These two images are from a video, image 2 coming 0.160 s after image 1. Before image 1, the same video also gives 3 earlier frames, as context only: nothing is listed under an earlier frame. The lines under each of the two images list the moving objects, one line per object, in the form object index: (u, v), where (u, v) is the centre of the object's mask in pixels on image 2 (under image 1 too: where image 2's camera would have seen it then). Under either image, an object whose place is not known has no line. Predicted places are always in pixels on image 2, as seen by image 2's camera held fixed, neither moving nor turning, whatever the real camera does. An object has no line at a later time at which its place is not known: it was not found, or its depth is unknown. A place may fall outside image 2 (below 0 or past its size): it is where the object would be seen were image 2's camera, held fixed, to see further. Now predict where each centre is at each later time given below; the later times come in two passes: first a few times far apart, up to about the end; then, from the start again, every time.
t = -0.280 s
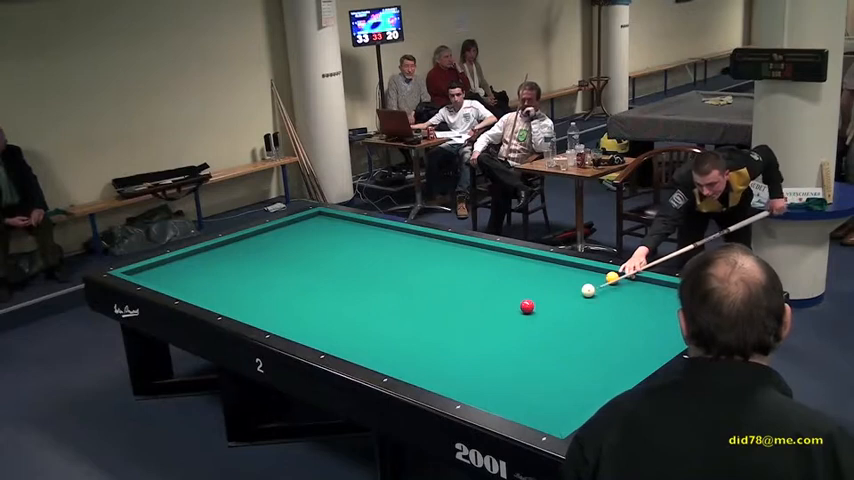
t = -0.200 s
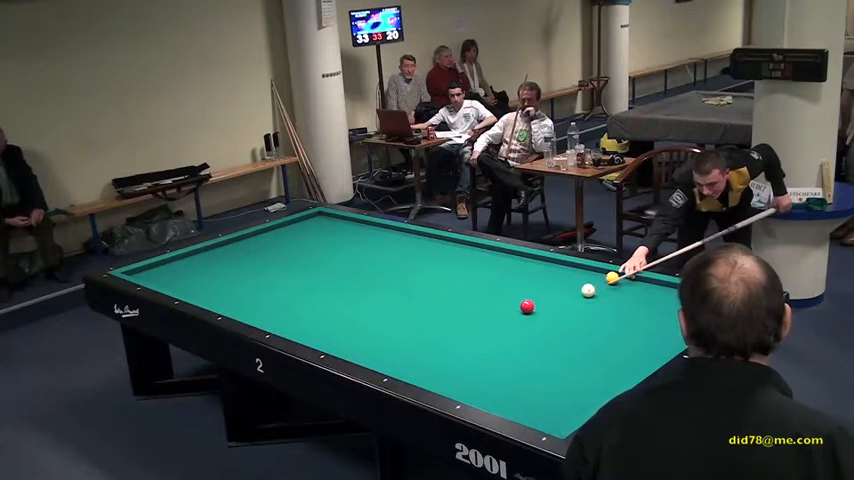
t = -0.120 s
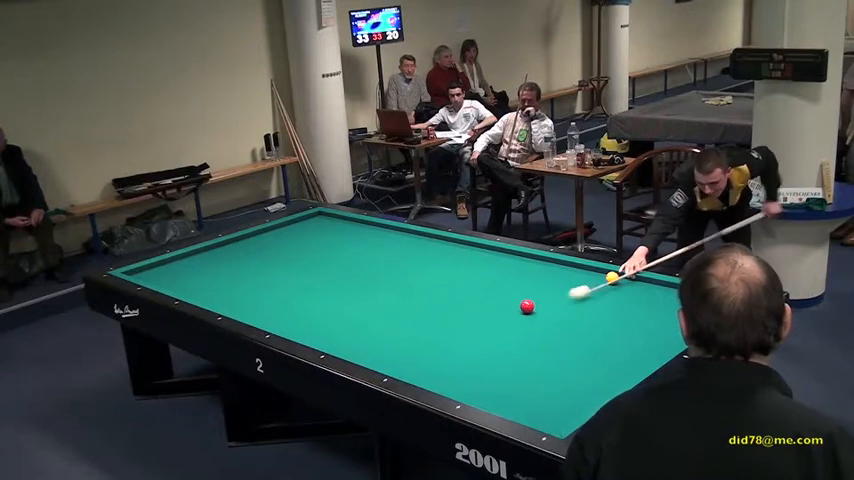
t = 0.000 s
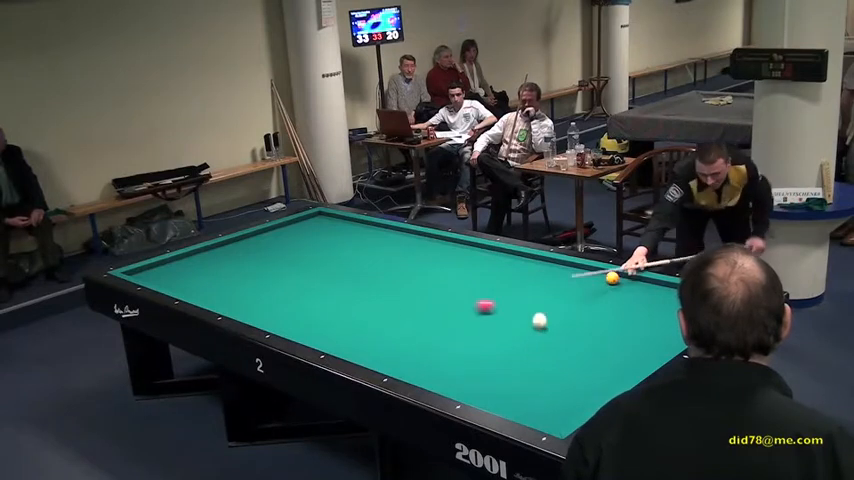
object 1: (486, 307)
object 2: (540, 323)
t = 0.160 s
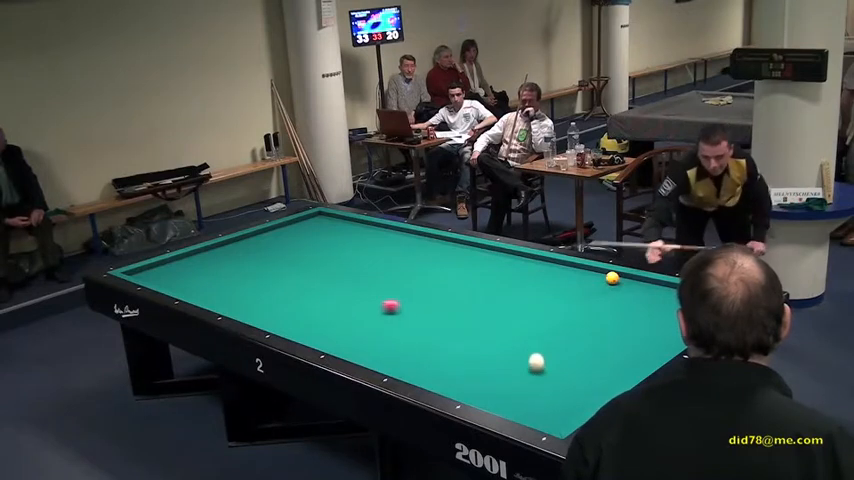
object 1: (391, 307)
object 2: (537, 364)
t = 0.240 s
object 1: (349, 307)
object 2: (536, 386)
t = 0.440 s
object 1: (257, 307)
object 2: (566, 412)
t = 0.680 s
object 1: (217, 291)
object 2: (551, 362)
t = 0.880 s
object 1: (206, 274)
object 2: (543, 334)
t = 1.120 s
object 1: (194, 256)
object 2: (534, 305)
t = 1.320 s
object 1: (225, 252)
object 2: (529, 285)
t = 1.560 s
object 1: (268, 250)
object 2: (522, 264)
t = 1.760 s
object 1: (304, 248)
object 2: (504, 255)
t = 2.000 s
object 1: (347, 246)
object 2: (457, 255)
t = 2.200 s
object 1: (381, 244)
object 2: (419, 255)
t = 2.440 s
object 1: (424, 241)
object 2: (376, 255)
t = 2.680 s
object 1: (453, 243)
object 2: (333, 255)
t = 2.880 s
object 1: (462, 251)
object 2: (299, 255)
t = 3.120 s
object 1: (474, 260)
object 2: (259, 256)
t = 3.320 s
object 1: (485, 269)
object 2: (227, 255)
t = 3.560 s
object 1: (498, 279)
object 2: (190, 255)
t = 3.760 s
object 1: (509, 288)
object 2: (177, 262)
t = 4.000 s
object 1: (524, 300)
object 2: (167, 272)
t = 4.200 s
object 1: (536, 310)
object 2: (160, 280)
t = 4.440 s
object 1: (553, 323)
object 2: (173, 283)
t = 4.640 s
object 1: (567, 335)
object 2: (192, 283)
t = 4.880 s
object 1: (585, 349)
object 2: (215, 283)
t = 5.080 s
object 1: (601, 362)
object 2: (233, 283)
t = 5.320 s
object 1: (621, 376)
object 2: (255, 282)
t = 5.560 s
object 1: (594, 381)
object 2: (277, 282)
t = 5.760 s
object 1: (570, 383)
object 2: (295, 282)
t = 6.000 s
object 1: (541, 386)
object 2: (316, 282)
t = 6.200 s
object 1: (517, 387)
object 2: (333, 282)
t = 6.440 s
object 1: (489, 389)
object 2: (354, 281)
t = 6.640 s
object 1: (466, 389)
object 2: (370, 281)
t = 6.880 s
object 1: (454, 385)
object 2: (390, 281)
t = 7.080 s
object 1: (449, 379)
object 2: (406, 281)
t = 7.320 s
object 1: (444, 372)
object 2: (425, 281)
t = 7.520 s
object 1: (441, 366)
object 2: (440, 280)
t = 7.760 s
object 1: (437, 359)
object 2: (459, 280)
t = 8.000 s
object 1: (433, 353)
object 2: (476, 280)
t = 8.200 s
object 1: (431, 349)
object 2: (490, 280)
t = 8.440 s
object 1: (428, 343)
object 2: (507, 280)
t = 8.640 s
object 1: (425, 339)
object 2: (521, 280)
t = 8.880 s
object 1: (423, 334)
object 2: (537, 280)
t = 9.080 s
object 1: (421, 331)
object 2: (550, 280)
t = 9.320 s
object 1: (418, 327)
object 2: (565, 280)
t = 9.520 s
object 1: (416, 324)
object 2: (577, 279)
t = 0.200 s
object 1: (369, 307)
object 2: (536, 375)
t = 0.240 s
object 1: (349, 307)
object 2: (536, 386)
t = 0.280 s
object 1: (328, 307)
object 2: (535, 398)
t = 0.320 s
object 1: (310, 307)
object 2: (535, 408)
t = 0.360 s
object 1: (291, 307)
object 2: (538, 416)
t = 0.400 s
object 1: (274, 307)
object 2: (560, 418)
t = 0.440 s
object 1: (257, 307)
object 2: (566, 412)
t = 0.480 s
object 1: (240, 307)
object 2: (563, 402)
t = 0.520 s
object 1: (223, 305)
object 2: (560, 392)
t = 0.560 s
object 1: (219, 302)
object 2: (557, 383)
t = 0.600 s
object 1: (219, 299)
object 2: (555, 375)
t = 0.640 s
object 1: (218, 294)
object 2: (553, 368)
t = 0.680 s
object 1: (217, 291)
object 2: (551, 362)
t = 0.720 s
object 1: (215, 287)
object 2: (549, 355)
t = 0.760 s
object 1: (213, 283)
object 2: (548, 350)
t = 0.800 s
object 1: (210, 280)
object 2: (546, 344)
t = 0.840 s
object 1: (208, 277)
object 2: (544, 339)
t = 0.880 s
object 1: (206, 274)
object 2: (543, 334)
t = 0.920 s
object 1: (204, 270)
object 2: (541, 329)
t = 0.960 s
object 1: (202, 268)
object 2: (540, 324)
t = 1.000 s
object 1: (200, 264)
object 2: (538, 319)
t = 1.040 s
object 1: (198, 262)
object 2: (537, 314)
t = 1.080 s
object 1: (196, 258)
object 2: (536, 310)
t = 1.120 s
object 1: (194, 256)
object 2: (534, 305)
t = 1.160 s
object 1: (193, 253)
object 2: (533, 301)
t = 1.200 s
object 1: (200, 252)
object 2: (532, 297)
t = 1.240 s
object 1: (208, 252)
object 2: (531, 293)
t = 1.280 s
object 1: (217, 252)
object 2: (530, 289)
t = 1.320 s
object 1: (225, 252)
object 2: (529, 285)
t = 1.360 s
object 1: (233, 252)
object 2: (527, 281)
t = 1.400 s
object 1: (240, 251)
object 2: (526, 278)
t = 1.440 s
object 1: (247, 251)
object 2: (525, 275)
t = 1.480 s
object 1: (254, 250)
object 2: (524, 271)
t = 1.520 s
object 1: (262, 250)
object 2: (523, 268)
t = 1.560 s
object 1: (268, 250)
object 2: (522, 264)
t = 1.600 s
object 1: (276, 249)
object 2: (522, 261)
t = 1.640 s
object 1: (283, 249)
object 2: (521, 258)
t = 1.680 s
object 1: (290, 249)
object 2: (520, 255)
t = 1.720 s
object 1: (297, 248)
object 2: (513, 254)
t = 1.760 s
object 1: (304, 248)
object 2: (504, 255)
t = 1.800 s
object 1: (311, 248)
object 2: (496, 255)
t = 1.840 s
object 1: (318, 247)
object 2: (488, 255)
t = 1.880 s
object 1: (325, 247)
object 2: (480, 255)
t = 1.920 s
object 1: (333, 247)
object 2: (472, 255)
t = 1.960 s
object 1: (339, 246)
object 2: (465, 255)
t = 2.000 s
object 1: (347, 246)
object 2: (457, 255)
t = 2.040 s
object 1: (354, 245)
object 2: (449, 255)
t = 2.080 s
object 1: (361, 245)
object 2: (442, 255)
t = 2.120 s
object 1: (367, 244)
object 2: (434, 255)
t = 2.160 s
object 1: (374, 244)
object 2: (427, 255)
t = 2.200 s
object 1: (381, 244)
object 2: (419, 255)
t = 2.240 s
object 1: (388, 243)
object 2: (412, 255)
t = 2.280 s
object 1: (395, 243)
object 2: (405, 255)
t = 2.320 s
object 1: (402, 243)
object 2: (397, 255)
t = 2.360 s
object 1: (410, 242)
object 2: (390, 255)
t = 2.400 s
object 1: (416, 242)
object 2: (383, 255)
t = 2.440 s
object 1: (424, 241)
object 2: (376, 255)
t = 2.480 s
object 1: (430, 241)
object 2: (369, 255)
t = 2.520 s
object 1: (437, 241)
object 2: (362, 255)
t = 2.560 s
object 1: (444, 240)
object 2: (354, 255)
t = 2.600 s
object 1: (450, 241)
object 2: (347, 255)
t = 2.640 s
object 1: (451, 242)
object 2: (340, 255)
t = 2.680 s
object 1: (453, 243)
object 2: (333, 255)
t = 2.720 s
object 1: (454, 245)
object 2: (326, 255)
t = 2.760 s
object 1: (456, 246)
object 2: (319, 255)
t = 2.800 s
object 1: (458, 248)
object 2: (312, 255)
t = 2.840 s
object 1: (460, 249)
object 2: (306, 255)
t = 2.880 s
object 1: (462, 251)
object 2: (299, 255)
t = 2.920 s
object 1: (464, 252)
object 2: (292, 255)
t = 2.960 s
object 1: (466, 254)
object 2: (286, 255)
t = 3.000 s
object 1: (468, 255)
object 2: (279, 255)
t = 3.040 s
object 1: (470, 257)
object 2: (272, 255)
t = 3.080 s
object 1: (472, 259)
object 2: (266, 255)
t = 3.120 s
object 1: (474, 260)
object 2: (259, 256)
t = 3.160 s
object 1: (476, 262)
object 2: (253, 255)
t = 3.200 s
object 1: (478, 263)
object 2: (247, 255)
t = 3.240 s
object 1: (480, 265)
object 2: (240, 255)
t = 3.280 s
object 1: (482, 267)
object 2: (234, 255)
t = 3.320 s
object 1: (485, 269)
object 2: (227, 255)
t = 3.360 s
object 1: (487, 270)
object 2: (221, 255)
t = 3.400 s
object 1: (489, 272)
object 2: (215, 255)
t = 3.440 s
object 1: (491, 274)
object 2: (208, 255)
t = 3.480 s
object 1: (493, 276)
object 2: (202, 255)
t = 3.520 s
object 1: (496, 277)
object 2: (196, 255)
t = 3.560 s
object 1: (498, 279)
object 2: (190, 255)
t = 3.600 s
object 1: (500, 281)
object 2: (184, 255)
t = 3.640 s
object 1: (502, 282)
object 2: (180, 256)
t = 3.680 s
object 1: (504, 284)
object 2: (179, 258)
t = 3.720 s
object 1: (507, 286)
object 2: (178, 260)
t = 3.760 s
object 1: (509, 288)
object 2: (177, 262)
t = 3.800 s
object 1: (511, 290)
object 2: (175, 263)
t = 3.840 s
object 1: (514, 292)
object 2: (174, 265)
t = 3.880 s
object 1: (516, 294)
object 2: (172, 266)
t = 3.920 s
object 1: (519, 296)
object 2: (170, 268)
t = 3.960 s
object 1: (522, 298)
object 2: (168, 270)
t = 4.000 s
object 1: (524, 300)
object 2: (167, 272)
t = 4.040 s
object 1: (526, 302)
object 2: (165, 274)
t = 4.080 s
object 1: (529, 304)
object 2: (164, 275)
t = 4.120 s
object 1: (531, 306)
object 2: (162, 277)
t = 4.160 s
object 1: (534, 308)
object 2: (161, 278)
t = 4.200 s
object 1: (536, 310)
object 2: (160, 280)
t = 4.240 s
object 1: (539, 312)
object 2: (158, 281)
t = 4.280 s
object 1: (542, 314)
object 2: (157, 282)
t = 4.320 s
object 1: (545, 316)
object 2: (162, 282)
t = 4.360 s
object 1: (547, 319)
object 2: (165, 282)
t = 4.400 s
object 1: (550, 321)
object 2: (169, 283)
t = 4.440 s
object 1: (553, 323)
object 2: (173, 283)
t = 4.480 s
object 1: (556, 325)
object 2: (177, 283)
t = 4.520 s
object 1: (558, 328)
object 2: (181, 283)
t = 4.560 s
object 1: (561, 330)
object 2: (185, 283)
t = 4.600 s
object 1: (564, 332)
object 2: (188, 283)
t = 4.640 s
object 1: (567, 335)
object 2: (192, 283)
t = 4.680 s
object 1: (570, 337)
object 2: (196, 283)
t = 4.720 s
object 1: (573, 339)
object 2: (200, 283)
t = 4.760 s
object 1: (576, 342)
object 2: (203, 283)
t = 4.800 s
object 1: (579, 344)
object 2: (207, 283)
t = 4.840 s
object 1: (582, 346)
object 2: (211, 283)
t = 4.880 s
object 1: (585, 349)
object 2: (215, 283)
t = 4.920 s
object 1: (589, 352)
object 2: (219, 283)
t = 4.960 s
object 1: (592, 354)
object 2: (222, 283)
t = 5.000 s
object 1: (595, 356)
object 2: (226, 282)
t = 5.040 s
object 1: (598, 359)
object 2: (230, 282)
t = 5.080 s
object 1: (601, 362)
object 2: (233, 283)
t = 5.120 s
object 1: (604, 364)
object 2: (237, 282)
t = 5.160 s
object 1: (608, 367)
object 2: (241, 282)
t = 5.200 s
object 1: (611, 370)
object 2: (244, 282)
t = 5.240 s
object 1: (615, 372)
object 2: (248, 282)
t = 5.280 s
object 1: (617, 375)
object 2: (252, 282)
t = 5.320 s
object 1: (621, 376)
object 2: (255, 282)
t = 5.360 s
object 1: (619, 378)
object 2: (259, 282)
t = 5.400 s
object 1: (614, 379)
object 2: (263, 282)
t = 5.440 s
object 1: (609, 380)
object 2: (266, 282)
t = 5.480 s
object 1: (604, 380)
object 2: (270, 282)
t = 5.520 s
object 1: (599, 381)
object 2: (274, 282)
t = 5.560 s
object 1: (594, 381)
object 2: (277, 282)
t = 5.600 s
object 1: (589, 382)
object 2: (281, 282)
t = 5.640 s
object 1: (585, 382)
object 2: (284, 282)
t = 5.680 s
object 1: (579, 383)
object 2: (288, 282)
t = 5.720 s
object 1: (575, 383)
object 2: (291, 282)
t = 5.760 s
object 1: (570, 383)
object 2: (295, 282)
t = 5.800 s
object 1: (565, 384)
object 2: (298, 282)
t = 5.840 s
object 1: (560, 384)
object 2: (302, 282)
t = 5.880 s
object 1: (555, 385)
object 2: (305, 282)
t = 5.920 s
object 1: (550, 385)
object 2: (309, 282)
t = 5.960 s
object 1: (546, 385)
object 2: (312, 282)
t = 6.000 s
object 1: (541, 386)
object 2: (316, 282)
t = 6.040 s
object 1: (536, 386)
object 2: (319, 282)
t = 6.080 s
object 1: (531, 387)
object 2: (323, 282)
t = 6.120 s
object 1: (527, 387)
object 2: (326, 282)
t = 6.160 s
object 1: (522, 387)
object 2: (330, 282)
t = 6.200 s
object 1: (517, 387)
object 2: (333, 282)
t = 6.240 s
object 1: (512, 387)
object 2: (336, 282)
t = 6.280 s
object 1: (507, 388)
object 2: (340, 281)
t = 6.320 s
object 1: (502, 388)
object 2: (343, 282)
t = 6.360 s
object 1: (498, 388)
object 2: (347, 281)
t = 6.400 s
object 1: (493, 389)
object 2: (350, 282)
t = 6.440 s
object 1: (489, 389)
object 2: (354, 281)
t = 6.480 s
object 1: (484, 390)
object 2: (357, 281)
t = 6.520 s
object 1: (480, 390)
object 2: (360, 281)
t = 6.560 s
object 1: (475, 390)
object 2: (364, 281)
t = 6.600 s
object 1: (471, 389)
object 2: (367, 281)
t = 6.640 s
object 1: (466, 389)
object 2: (370, 281)
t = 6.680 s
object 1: (462, 389)
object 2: (374, 281)
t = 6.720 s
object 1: (458, 389)
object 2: (377, 281)
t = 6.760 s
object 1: (457, 388)
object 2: (380, 281)
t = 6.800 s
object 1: (456, 386)
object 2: (383, 281)
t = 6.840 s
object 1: (455, 386)
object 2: (387, 281)
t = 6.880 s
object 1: (454, 385)
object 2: (390, 281)
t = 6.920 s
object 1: (453, 384)
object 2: (393, 281)
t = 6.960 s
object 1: (452, 383)
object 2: (396, 281)
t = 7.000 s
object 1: (451, 381)
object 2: (400, 281)
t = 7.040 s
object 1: (450, 380)
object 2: (403, 281)
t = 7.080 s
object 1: (449, 379)
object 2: (406, 281)
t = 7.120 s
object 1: (448, 378)
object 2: (409, 281)
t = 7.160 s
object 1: (447, 377)
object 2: (412, 281)
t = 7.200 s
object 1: (447, 376)
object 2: (415, 281)
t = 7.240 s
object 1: (446, 375)
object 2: (419, 281)
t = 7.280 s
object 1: (445, 373)
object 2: (422, 281)
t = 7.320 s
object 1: (444, 372)
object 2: (425, 281)
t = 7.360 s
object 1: (444, 371)
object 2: (428, 281)
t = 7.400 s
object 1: (443, 370)
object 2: (431, 281)
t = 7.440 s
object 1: (442, 369)
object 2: (434, 280)
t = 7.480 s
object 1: (441, 367)
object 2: (437, 280)
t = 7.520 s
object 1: (441, 366)
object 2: (440, 280)
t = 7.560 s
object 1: (440, 365)
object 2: (444, 280)
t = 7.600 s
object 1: (439, 364)
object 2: (447, 280)
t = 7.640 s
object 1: (439, 363)
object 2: (450, 280)
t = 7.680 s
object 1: (438, 362)
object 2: (452, 280)
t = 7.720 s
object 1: (437, 360)
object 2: (456, 280)
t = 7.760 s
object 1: (437, 359)
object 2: (459, 280)
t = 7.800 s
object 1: (436, 358)
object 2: (462, 280)
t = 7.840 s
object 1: (436, 357)
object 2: (465, 280)
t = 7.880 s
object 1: (435, 356)
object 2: (467, 280)
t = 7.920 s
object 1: (435, 355)
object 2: (471, 280)
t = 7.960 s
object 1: (434, 354)
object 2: (474, 280)
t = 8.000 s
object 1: (433, 353)
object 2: (476, 280)
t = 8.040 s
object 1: (433, 352)
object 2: (479, 280)
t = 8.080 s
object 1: (432, 352)
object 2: (482, 280)
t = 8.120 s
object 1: (432, 351)
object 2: (485, 280)
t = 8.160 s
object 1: (431, 350)
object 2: (488, 280)
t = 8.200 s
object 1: (431, 349)
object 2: (490, 280)
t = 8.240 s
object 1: (430, 348)
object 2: (494, 280)
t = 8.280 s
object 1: (430, 347)
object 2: (496, 280)
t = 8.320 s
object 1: (429, 346)
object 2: (499, 280)
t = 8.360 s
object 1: (429, 345)
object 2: (502, 280)
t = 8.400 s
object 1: (428, 344)
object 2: (505, 280)
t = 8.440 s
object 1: (428, 343)
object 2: (507, 280)
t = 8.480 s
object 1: (427, 342)
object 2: (510, 280)
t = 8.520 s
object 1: (427, 341)
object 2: (513, 280)
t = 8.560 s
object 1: (426, 341)
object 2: (516, 280)
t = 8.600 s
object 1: (426, 340)
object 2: (519, 280)
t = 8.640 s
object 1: (425, 339)
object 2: (521, 280)
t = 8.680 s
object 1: (425, 338)
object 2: (524, 280)
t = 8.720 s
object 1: (424, 338)
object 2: (527, 280)
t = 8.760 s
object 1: (424, 337)
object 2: (529, 280)
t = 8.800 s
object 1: (424, 336)
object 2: (532, 280)
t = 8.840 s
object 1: (423, 335)
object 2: (535, 280)
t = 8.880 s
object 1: (423, 334)
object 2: (537, 280)
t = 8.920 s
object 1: (422, 334)
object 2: (540, 280)
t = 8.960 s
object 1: (422, 333)
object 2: (542, 280)
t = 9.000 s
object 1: (421, 332)
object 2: (545, 280)
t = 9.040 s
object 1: (421, 332)
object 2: (547, 280)
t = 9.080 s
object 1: (421, 331)
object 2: (550, 280)
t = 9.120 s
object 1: (420, 330)
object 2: (553, 280)
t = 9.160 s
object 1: (420, 329)
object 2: (555, 279)
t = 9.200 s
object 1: (420, 329)
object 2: (558, 279)
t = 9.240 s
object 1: (419, 328)
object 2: (560, 280)
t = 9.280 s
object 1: (419, 327)
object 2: (562, 280)
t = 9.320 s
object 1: (418, 327)
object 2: (565, 280)
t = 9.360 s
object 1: (418, 326)
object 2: (567, 280)
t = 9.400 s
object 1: (417, 326)
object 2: (570, 279)
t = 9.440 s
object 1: (417, 325)
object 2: (572, 279)
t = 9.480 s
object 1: (417, 324)
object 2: (575, 279)
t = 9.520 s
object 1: (416, 324)
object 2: (577, 279)
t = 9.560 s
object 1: (416, 323)
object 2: (579, 279)
